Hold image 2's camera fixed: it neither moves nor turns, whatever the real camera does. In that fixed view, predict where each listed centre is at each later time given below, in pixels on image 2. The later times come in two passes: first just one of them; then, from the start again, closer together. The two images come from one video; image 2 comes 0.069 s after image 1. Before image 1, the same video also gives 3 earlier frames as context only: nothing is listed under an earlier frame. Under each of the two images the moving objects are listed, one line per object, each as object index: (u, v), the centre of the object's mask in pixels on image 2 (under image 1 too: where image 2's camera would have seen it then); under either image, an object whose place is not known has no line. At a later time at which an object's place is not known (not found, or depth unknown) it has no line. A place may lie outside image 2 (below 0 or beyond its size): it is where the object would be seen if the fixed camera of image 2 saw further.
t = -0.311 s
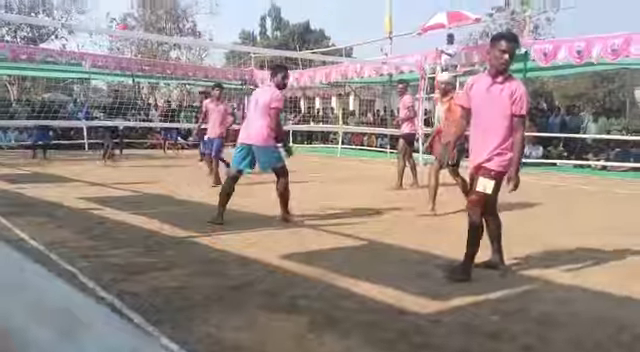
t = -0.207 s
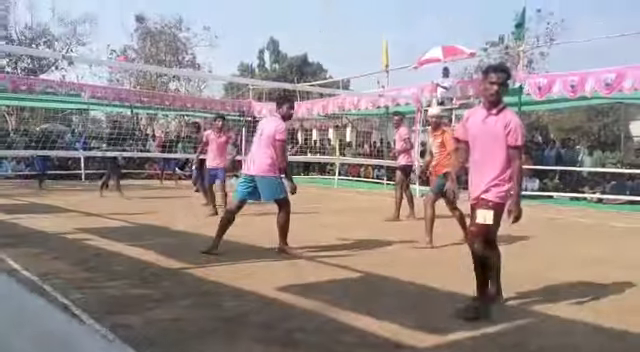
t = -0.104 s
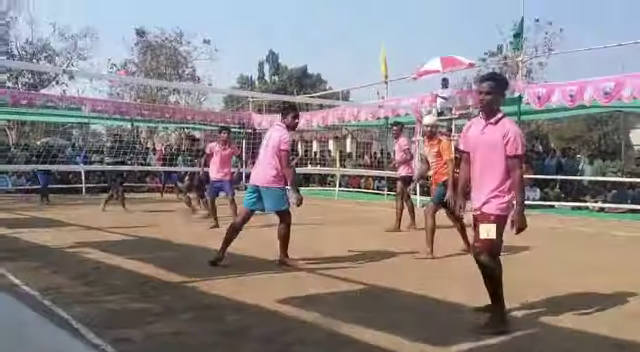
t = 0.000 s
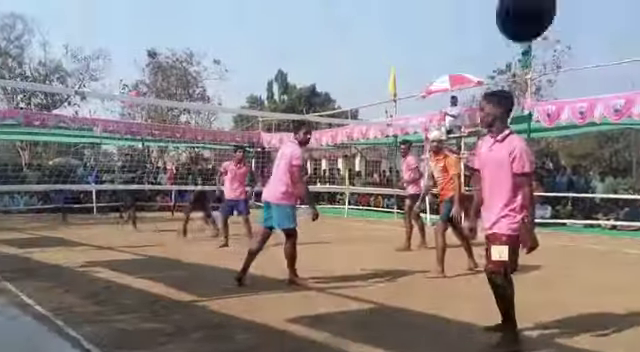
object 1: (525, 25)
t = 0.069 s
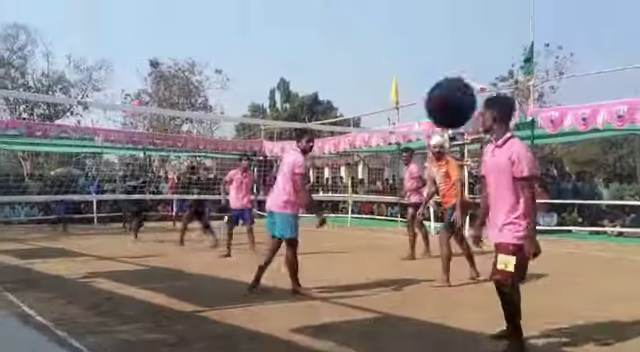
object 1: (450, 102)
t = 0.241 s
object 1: (318, 300)
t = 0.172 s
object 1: (361, 224)
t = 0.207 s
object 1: (338, 261)
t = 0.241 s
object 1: (318, 300)
